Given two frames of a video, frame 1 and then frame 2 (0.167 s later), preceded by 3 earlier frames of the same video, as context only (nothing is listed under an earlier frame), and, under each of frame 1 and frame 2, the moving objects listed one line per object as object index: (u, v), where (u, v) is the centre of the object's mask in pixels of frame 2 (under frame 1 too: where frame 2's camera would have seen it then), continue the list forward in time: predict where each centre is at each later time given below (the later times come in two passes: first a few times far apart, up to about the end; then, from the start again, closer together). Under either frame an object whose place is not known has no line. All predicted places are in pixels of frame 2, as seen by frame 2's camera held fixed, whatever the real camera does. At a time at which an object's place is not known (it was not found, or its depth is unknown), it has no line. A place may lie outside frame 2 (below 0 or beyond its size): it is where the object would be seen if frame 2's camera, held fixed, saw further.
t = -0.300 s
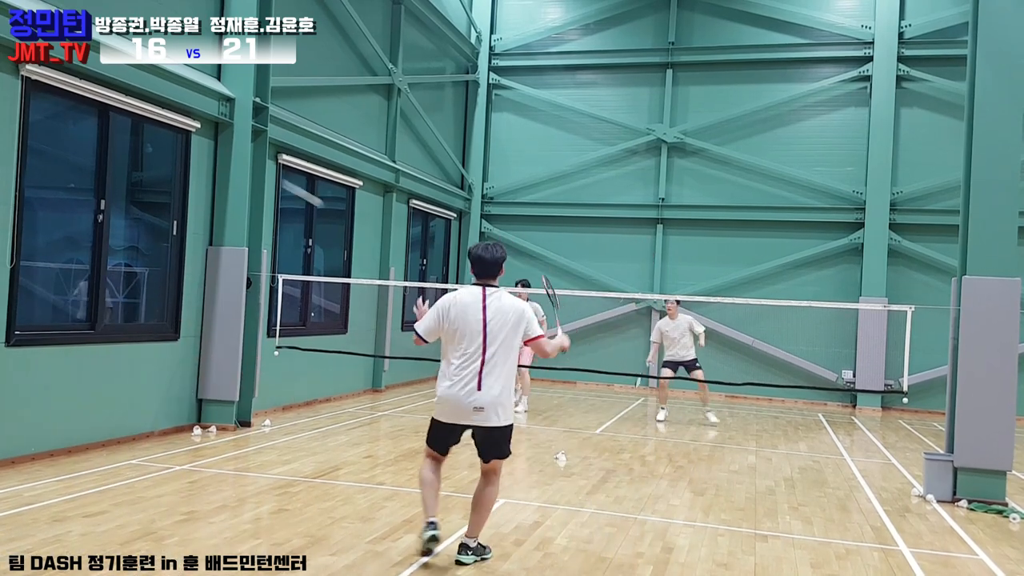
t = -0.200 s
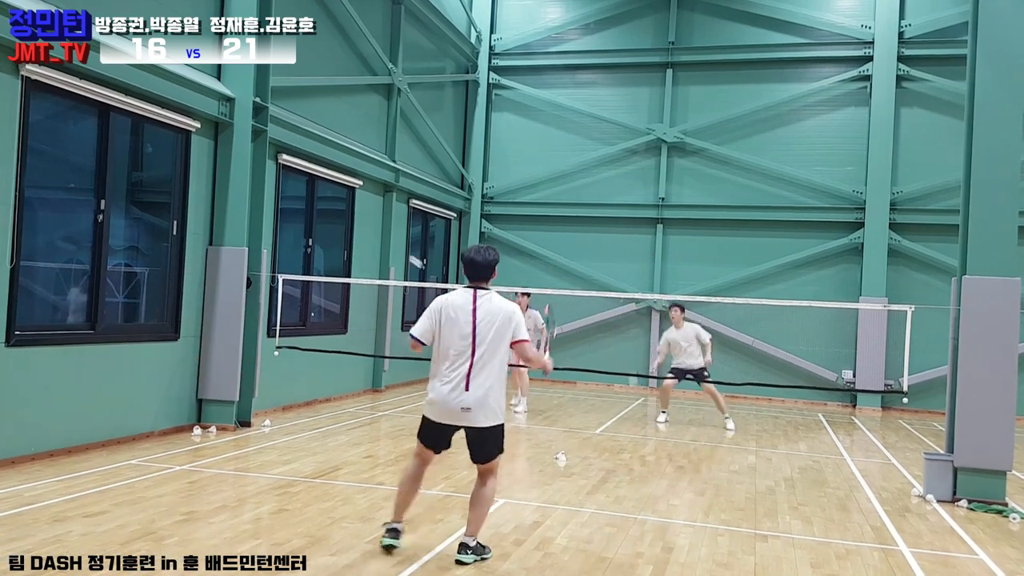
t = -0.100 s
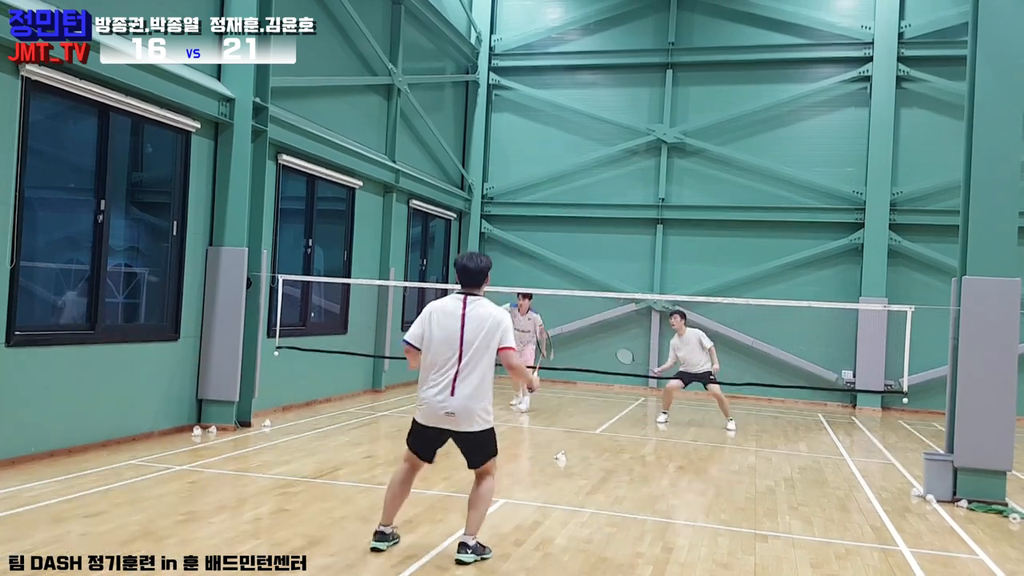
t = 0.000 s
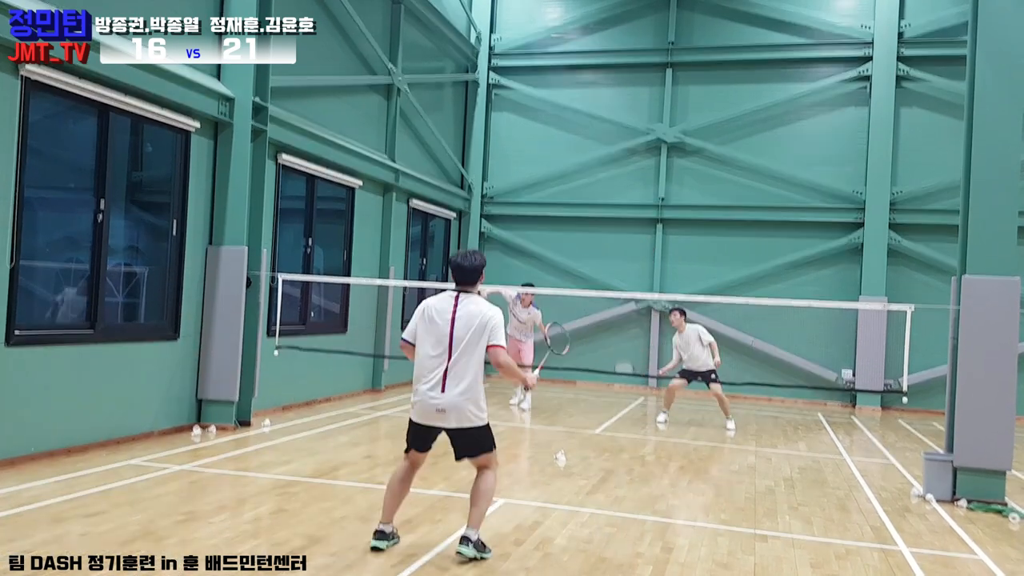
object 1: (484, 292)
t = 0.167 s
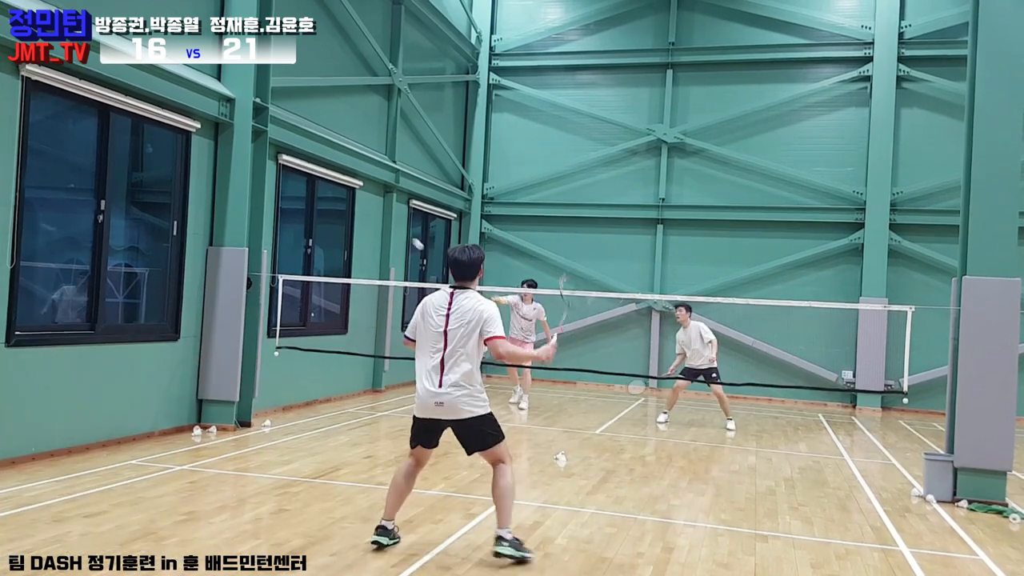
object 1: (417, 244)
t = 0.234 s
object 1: (392, 221)
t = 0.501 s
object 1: (296, 186)
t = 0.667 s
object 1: (232, 212)
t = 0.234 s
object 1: (392, 221)
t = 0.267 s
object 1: (381, 212)
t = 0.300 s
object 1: (369, 204)
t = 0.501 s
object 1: (296, 186)
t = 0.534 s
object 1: (283, 188)
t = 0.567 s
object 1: (270, 191)
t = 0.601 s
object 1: (258, 197)
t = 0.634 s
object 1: (245, 203)
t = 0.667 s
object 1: (232, 212)
